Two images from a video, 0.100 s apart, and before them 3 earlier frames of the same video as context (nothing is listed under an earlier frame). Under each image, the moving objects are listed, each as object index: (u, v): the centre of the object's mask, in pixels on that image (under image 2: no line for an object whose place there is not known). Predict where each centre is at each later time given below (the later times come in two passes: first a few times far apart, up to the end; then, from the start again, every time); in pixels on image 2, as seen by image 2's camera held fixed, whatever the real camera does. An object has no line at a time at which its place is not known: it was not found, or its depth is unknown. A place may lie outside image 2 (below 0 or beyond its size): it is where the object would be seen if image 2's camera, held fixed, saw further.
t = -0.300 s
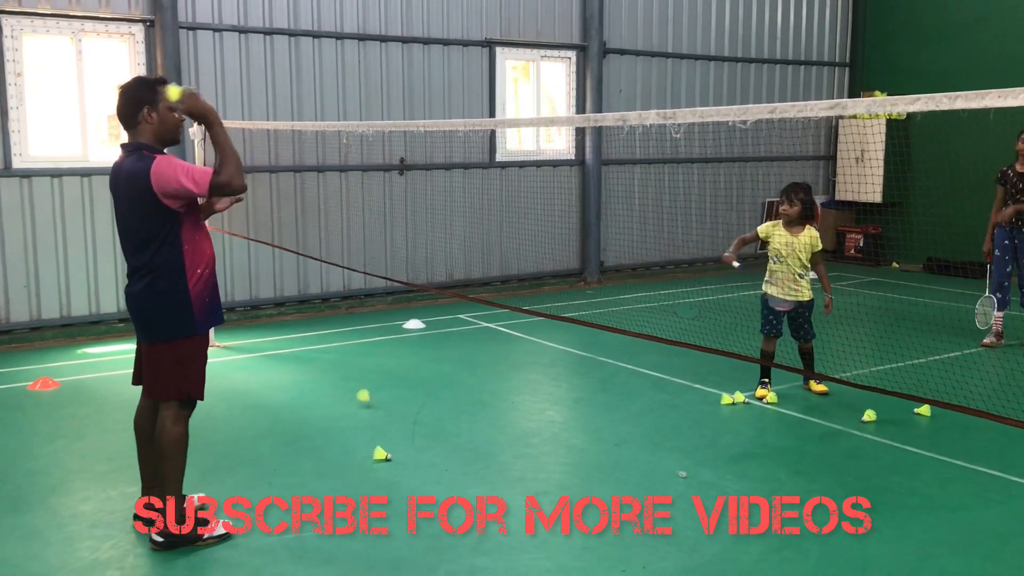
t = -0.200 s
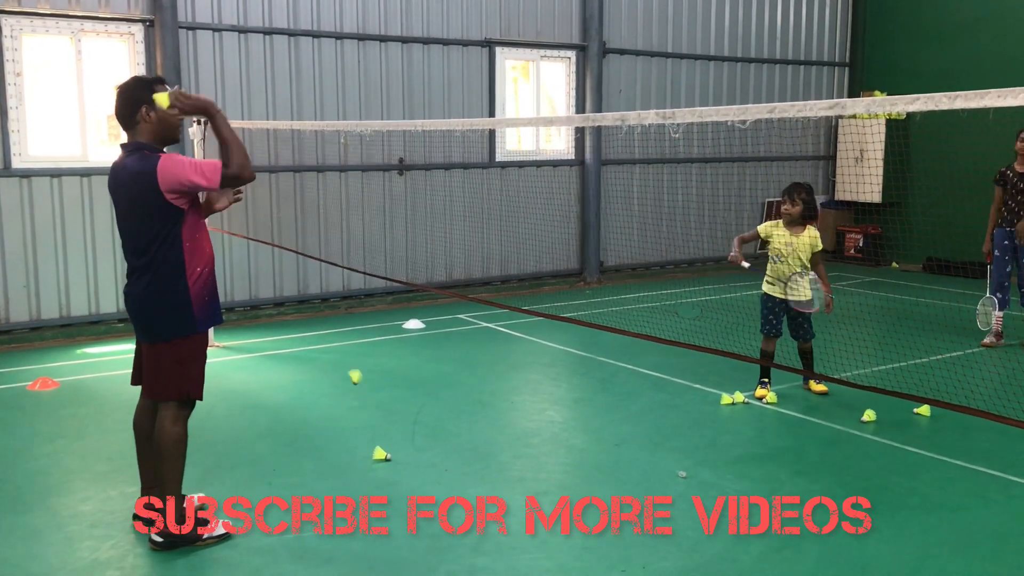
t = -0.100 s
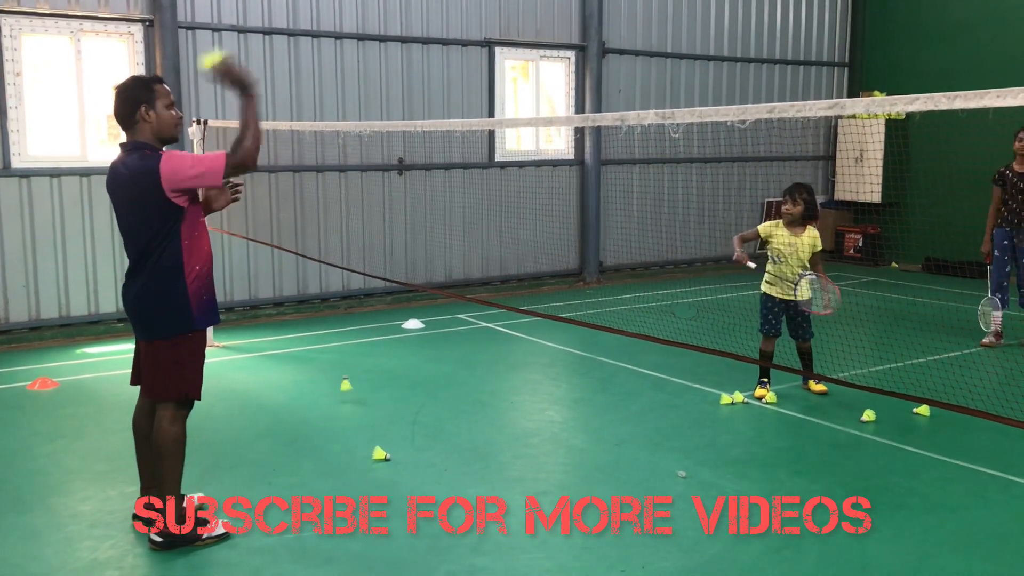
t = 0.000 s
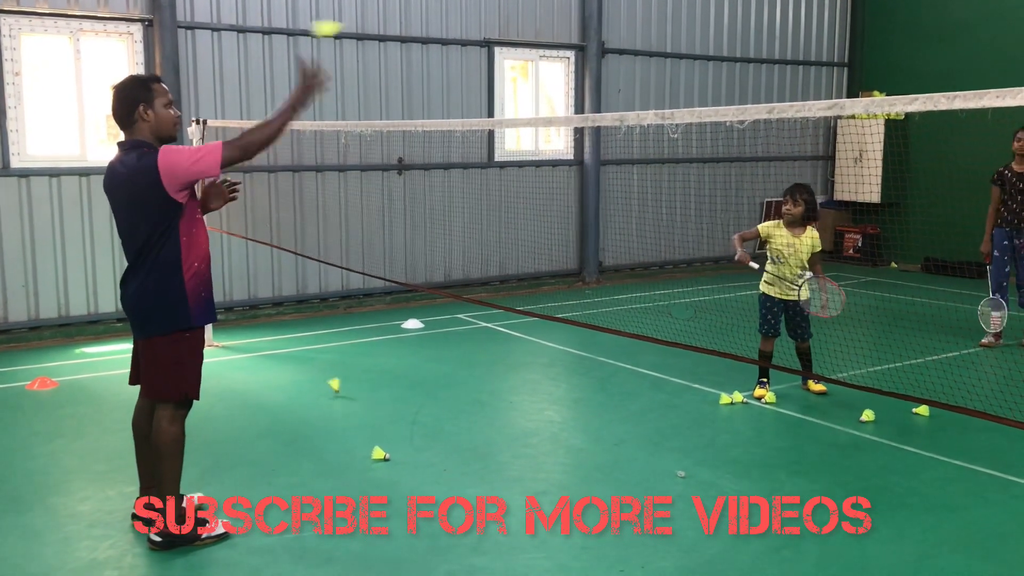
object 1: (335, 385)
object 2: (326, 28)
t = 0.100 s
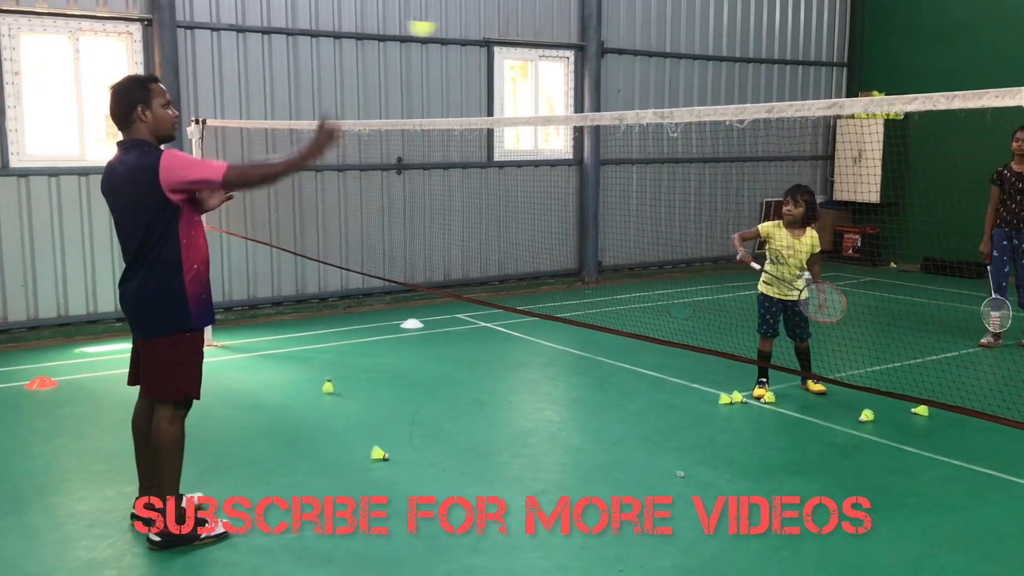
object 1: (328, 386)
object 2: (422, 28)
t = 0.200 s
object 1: (323, 383)
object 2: (500, 44)
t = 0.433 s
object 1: (315, 380)
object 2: (635, 158)
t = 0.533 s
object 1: (314, 382)
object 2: (677, 228)
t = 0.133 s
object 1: (327, 387)
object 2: (448, 32)
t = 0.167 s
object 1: (325, 384)
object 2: (474, 36)
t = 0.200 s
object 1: (323, 383)
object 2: (500, 44)
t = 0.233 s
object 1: (322, 384)
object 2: (522, 52)
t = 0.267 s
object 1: (320, 385)
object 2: (549, 65)
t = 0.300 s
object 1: (318, 383)
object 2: (571, 83)
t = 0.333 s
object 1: (317, 379)
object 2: (586, 98)
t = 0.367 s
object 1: (316, 378)
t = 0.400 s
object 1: (315, 378)
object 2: (620, 138)
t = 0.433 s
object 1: (315, 380)
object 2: (635, 158)
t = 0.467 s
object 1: (314, 380)
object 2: (650, 182)
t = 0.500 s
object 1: (314, 381)
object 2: (664, 204)
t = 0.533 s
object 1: (314, 382)
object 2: (677, 228)
